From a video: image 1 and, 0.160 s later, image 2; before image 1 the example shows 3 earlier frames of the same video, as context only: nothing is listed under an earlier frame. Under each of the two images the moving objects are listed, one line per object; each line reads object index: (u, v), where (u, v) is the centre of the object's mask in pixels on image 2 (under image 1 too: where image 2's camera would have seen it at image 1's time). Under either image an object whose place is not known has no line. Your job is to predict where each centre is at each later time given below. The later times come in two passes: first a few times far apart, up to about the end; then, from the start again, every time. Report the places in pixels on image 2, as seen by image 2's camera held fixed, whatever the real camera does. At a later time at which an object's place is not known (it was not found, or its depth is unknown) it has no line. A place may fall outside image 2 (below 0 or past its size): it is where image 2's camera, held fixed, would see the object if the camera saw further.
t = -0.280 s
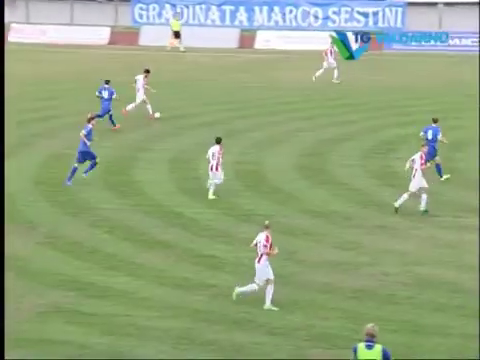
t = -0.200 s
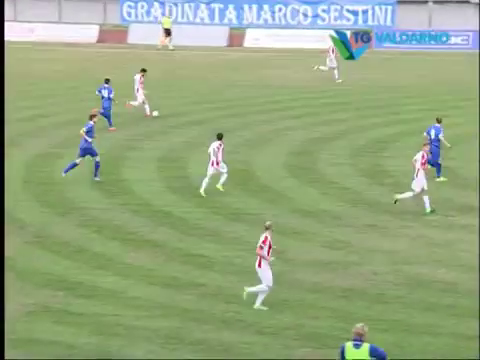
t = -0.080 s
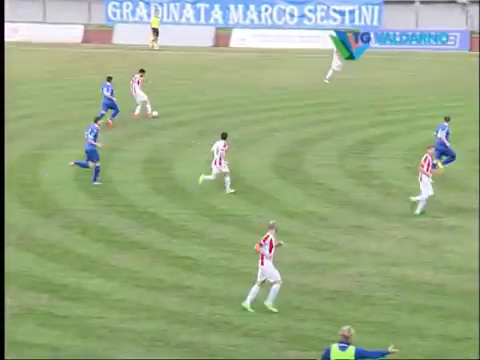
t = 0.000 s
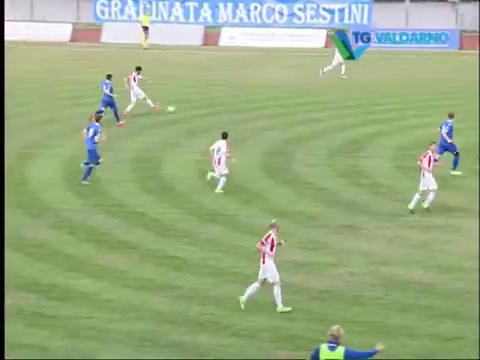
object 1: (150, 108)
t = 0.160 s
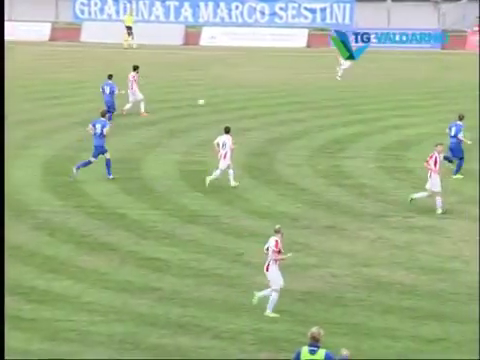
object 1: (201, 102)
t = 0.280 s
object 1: (233, 99)
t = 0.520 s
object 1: (281, 91)
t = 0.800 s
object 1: (322, 85)
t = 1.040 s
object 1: (355, 81)
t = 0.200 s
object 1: (212, 100)
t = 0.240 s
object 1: (223, 99)
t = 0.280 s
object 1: (233, 99)
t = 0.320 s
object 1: (242, 96)
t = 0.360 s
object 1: (250, 95)
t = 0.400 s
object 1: (258, 94)
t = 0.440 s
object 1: (266, 93)
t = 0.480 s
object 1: (274, 93)
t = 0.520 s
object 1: (281, 91)
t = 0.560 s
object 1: (287, 89)
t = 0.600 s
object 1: (293, 87)
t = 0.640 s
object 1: (299, 86)
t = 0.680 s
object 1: (305, 86)
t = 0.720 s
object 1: (311, 86)
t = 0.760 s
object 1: (317, 86)
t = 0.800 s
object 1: (322, 85)
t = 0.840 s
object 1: (328, 84)
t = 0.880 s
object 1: (334, 83)
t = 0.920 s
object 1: (339, 82)
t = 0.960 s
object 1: (345, 82)
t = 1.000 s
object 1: (350, 82)
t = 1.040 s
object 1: (355, 81)
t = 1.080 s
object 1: (360, 79)
